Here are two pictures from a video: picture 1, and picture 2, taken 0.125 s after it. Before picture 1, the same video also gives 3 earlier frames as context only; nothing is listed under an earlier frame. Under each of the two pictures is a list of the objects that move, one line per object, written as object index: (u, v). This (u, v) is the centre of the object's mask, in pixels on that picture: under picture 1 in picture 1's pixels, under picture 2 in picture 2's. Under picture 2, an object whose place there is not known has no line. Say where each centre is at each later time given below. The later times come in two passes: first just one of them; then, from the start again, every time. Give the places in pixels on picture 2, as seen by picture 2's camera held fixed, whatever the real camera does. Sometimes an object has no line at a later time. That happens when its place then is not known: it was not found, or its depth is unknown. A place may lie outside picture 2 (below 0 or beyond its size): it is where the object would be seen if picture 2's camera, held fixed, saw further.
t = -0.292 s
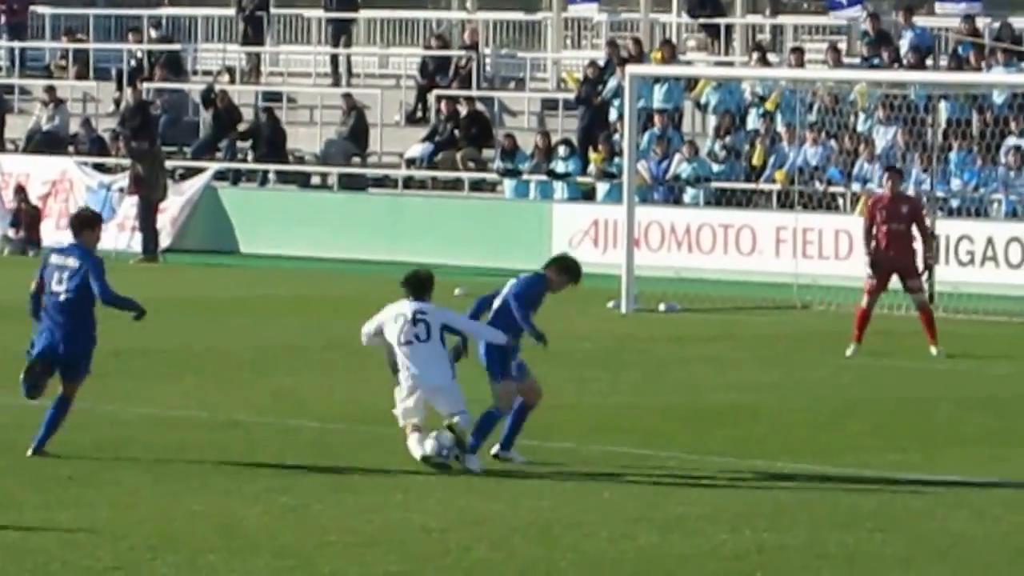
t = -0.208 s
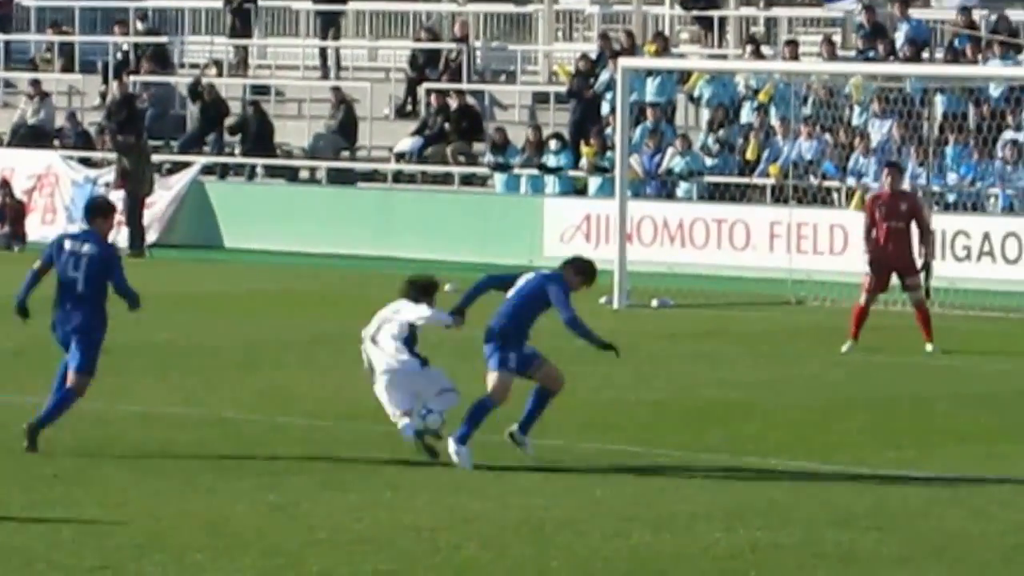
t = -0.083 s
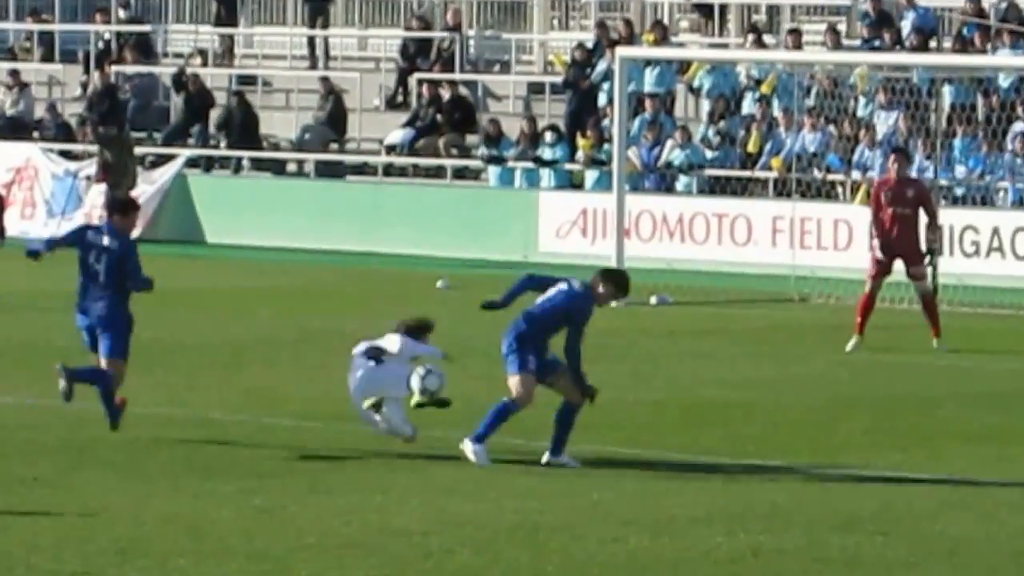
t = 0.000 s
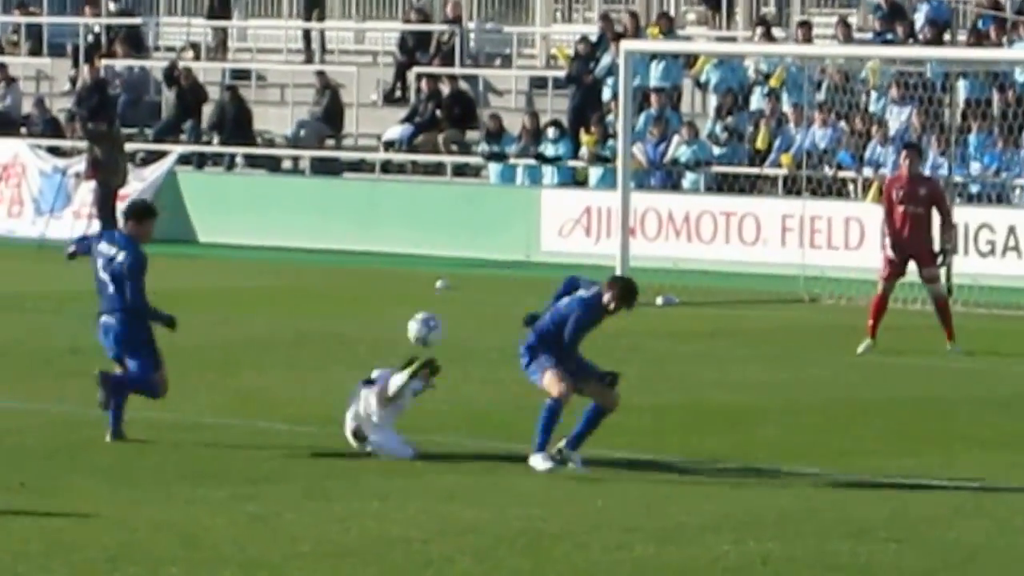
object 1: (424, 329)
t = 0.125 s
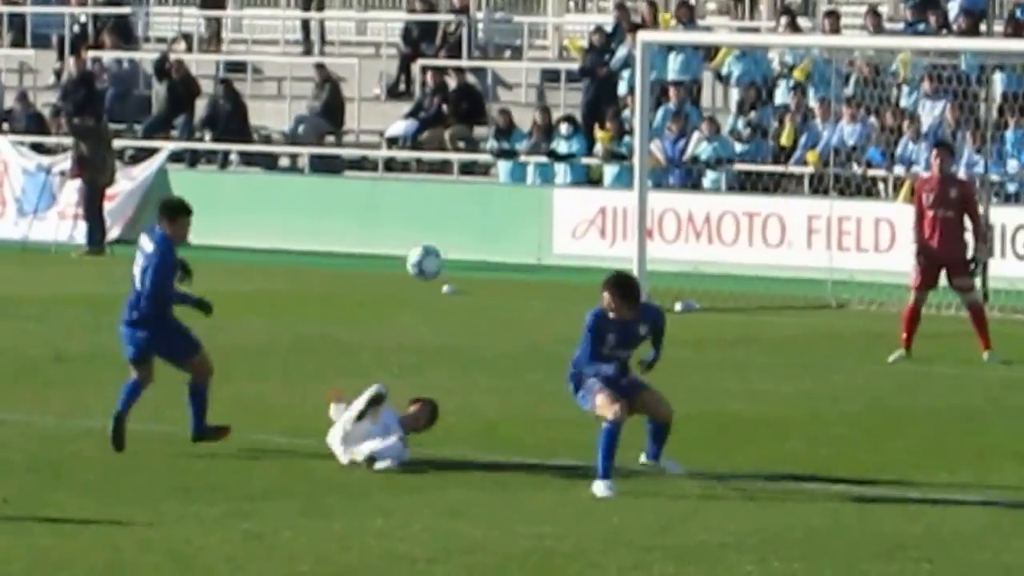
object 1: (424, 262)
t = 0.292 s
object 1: (416, 205)
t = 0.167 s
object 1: (424, 243)
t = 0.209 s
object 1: (420, 229)
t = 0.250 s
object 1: (418, 215)
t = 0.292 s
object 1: (416, 205)
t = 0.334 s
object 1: (414, 198)
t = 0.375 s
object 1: (412, 193)
